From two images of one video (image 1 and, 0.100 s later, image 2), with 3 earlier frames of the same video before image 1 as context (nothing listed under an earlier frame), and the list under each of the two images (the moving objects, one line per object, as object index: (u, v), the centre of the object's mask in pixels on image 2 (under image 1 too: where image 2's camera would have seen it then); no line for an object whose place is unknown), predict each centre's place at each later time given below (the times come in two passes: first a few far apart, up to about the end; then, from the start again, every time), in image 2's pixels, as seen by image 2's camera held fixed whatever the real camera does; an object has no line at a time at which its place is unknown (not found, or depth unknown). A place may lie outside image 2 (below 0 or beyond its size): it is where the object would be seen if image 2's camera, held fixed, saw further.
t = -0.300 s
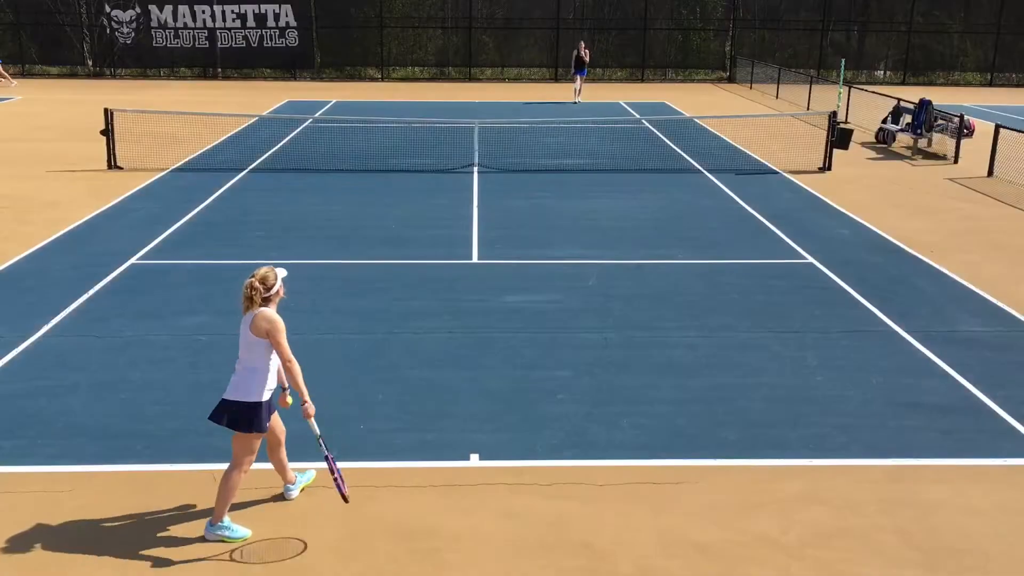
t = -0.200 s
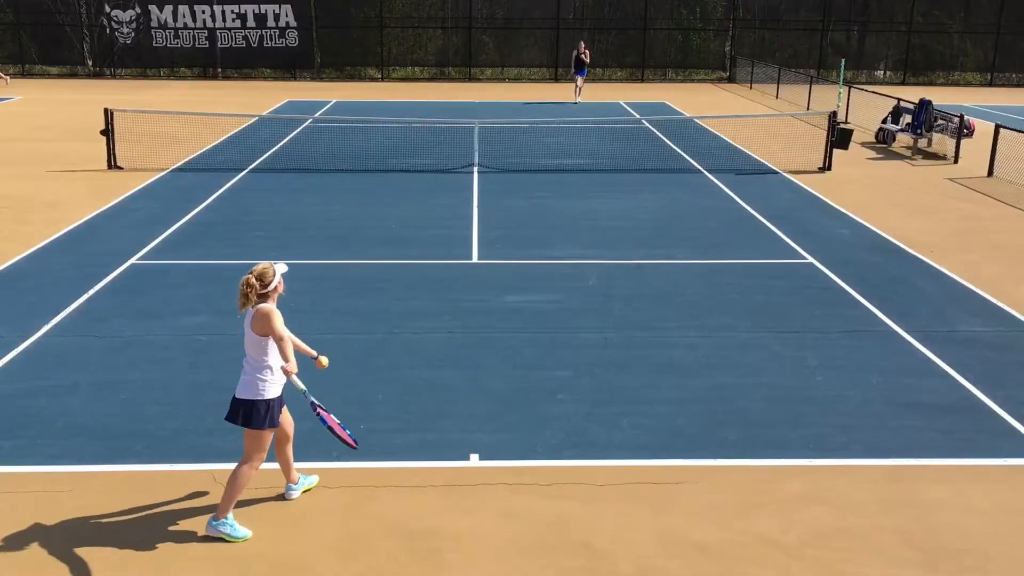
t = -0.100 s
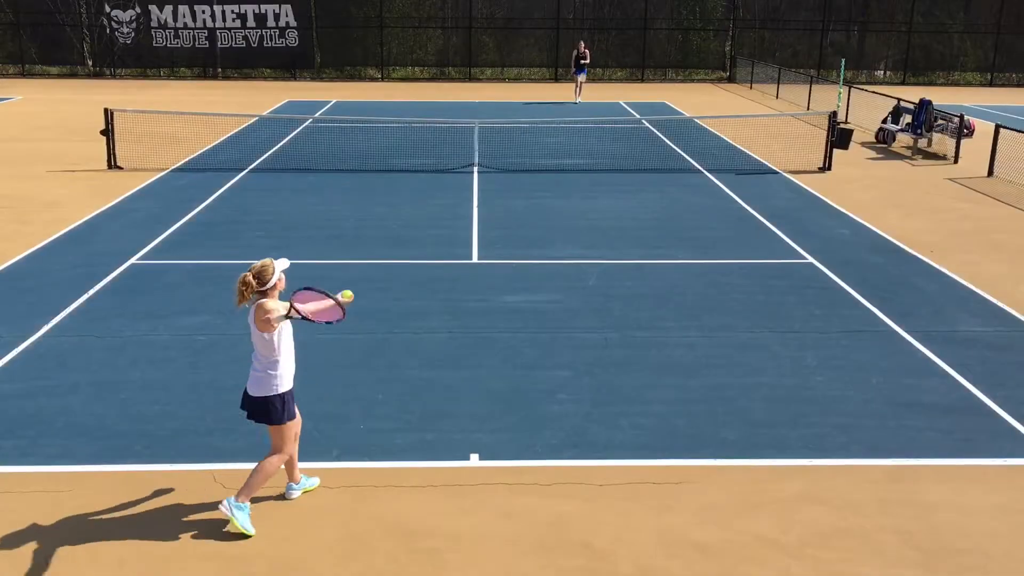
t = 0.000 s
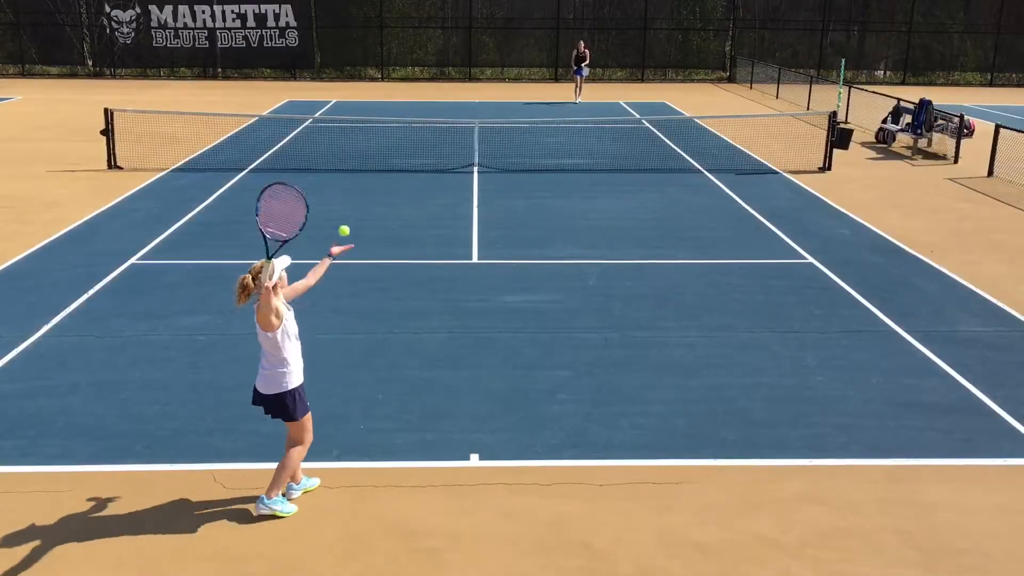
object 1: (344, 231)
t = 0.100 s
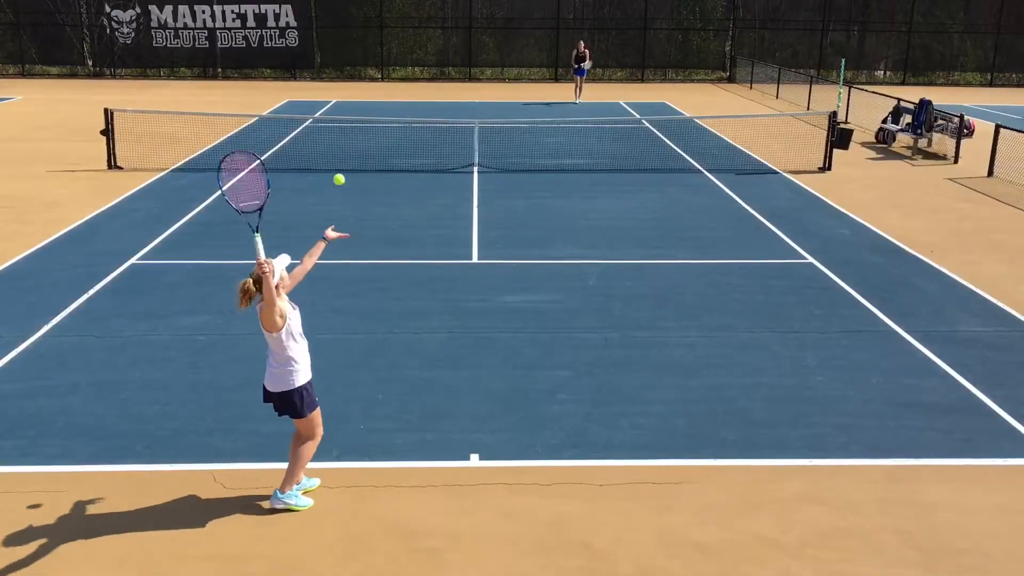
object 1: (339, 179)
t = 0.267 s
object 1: (331, 125)
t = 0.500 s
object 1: (321, 122)
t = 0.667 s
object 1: (317, 173)
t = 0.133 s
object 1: (337, 165)
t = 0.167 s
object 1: (336, 153)
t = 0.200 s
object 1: (334, 142)
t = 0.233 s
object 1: (332, 133)
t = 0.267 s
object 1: (331, 125)
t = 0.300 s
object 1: (330, 119)
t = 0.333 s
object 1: (328, 116)
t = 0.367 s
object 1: (327, 114)
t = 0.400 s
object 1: (325, 113)
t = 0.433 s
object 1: (324, 114)
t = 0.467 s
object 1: (323, 117)
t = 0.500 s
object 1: (321, 122)
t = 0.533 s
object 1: (321, 129)
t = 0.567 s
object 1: (320, 138)
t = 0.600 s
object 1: (319, 148)
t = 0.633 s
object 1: (318, 160)
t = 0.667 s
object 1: (317, 173)
